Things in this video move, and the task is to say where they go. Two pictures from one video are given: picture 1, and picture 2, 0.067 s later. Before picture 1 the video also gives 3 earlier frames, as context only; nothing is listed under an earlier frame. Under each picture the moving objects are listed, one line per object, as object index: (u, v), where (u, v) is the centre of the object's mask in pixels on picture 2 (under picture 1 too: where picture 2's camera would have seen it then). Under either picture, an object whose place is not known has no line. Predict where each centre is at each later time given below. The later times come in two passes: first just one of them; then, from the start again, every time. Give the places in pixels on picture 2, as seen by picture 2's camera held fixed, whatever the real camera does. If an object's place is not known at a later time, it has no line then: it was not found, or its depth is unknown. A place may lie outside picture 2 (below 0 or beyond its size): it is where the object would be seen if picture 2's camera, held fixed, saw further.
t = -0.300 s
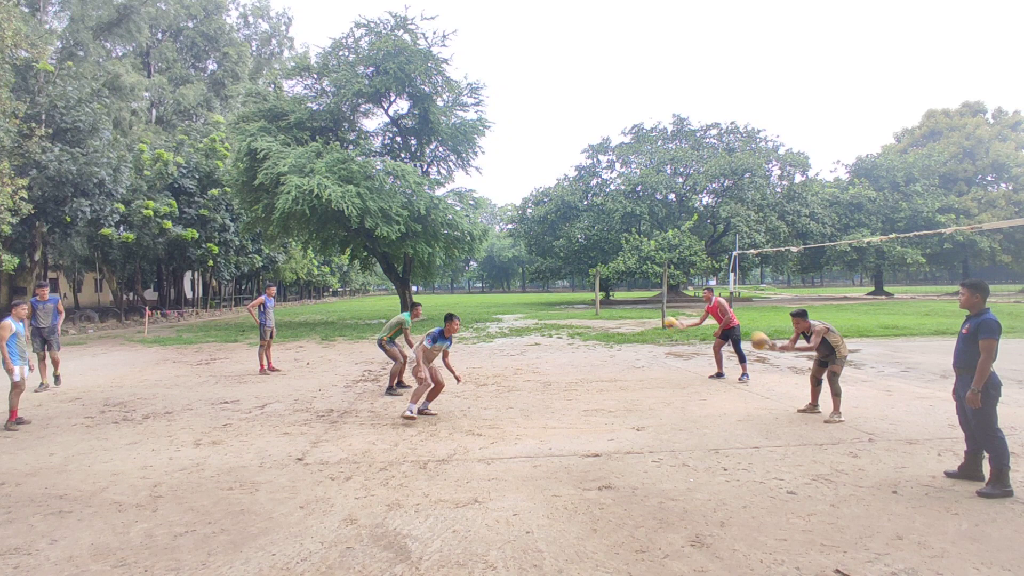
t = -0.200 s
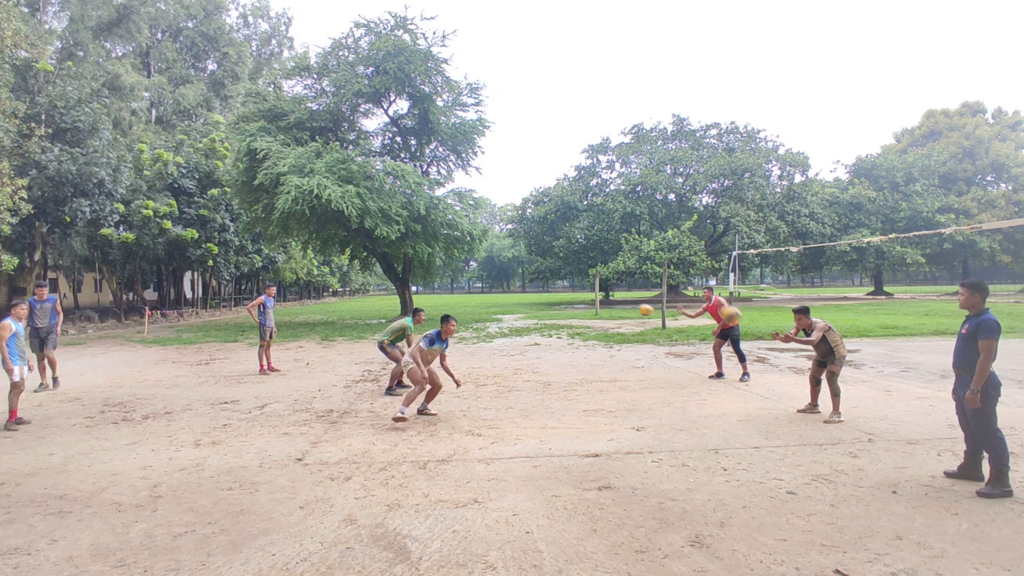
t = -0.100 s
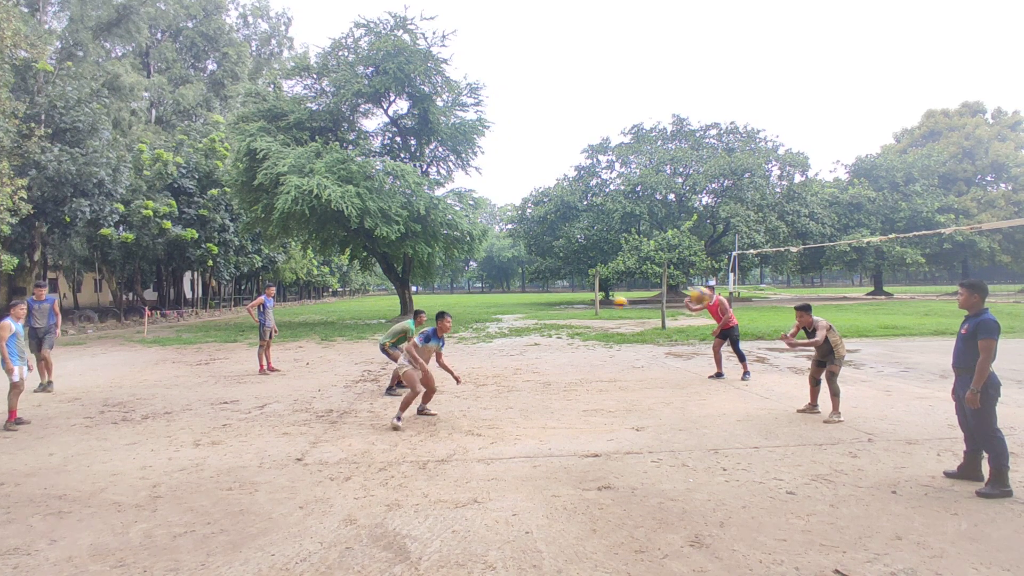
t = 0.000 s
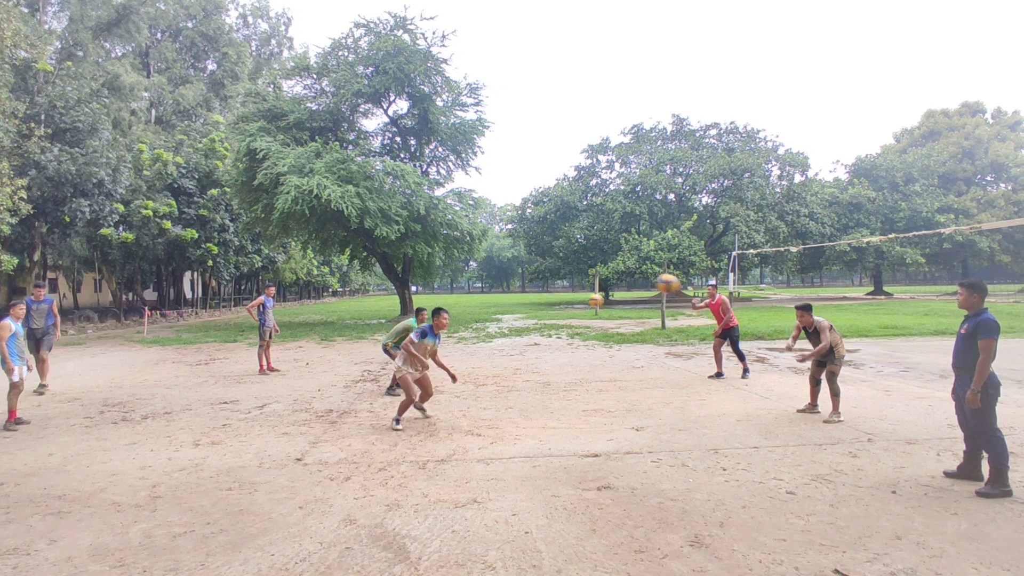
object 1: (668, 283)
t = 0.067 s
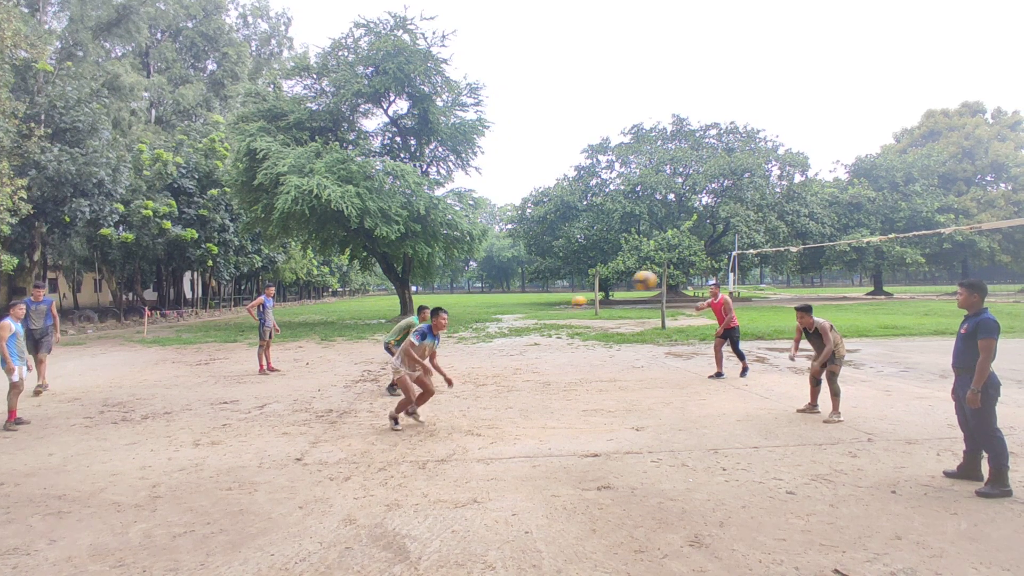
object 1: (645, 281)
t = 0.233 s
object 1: (584, 291)
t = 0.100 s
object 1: (633, 280)
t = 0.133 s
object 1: (622, 281)
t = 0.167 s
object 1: (610, 283)
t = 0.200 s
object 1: (597, 286)
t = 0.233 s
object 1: (584, 291)
